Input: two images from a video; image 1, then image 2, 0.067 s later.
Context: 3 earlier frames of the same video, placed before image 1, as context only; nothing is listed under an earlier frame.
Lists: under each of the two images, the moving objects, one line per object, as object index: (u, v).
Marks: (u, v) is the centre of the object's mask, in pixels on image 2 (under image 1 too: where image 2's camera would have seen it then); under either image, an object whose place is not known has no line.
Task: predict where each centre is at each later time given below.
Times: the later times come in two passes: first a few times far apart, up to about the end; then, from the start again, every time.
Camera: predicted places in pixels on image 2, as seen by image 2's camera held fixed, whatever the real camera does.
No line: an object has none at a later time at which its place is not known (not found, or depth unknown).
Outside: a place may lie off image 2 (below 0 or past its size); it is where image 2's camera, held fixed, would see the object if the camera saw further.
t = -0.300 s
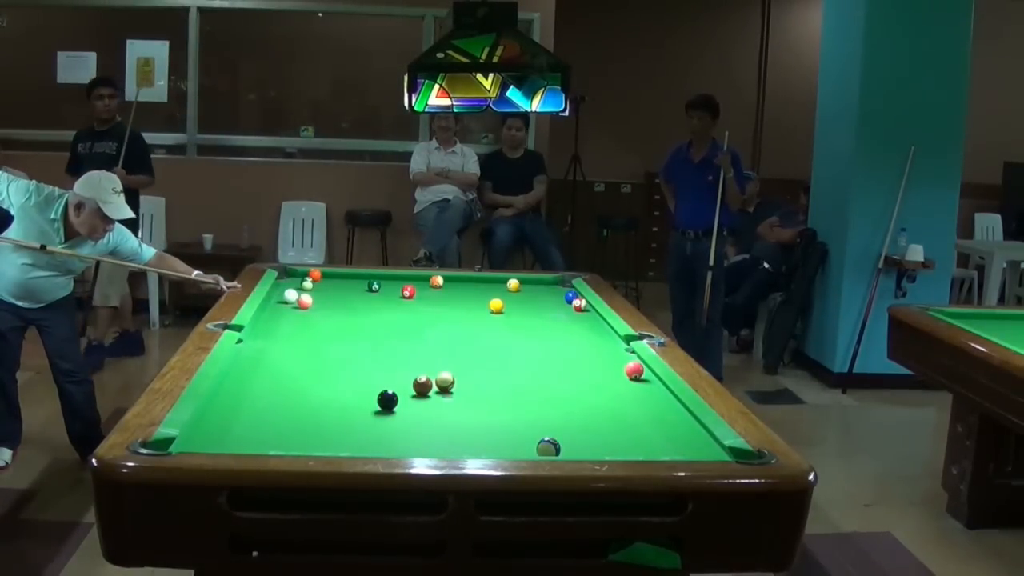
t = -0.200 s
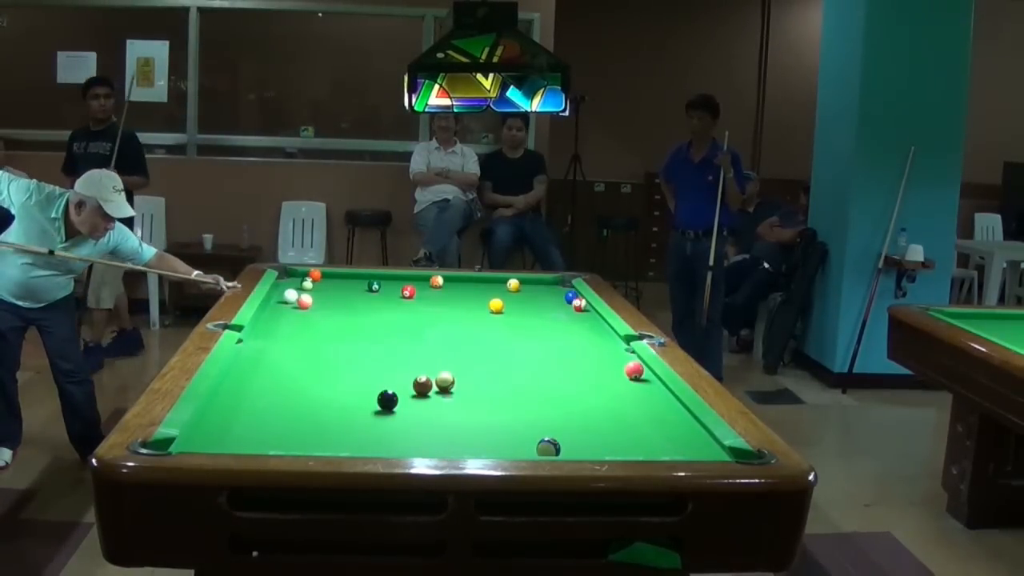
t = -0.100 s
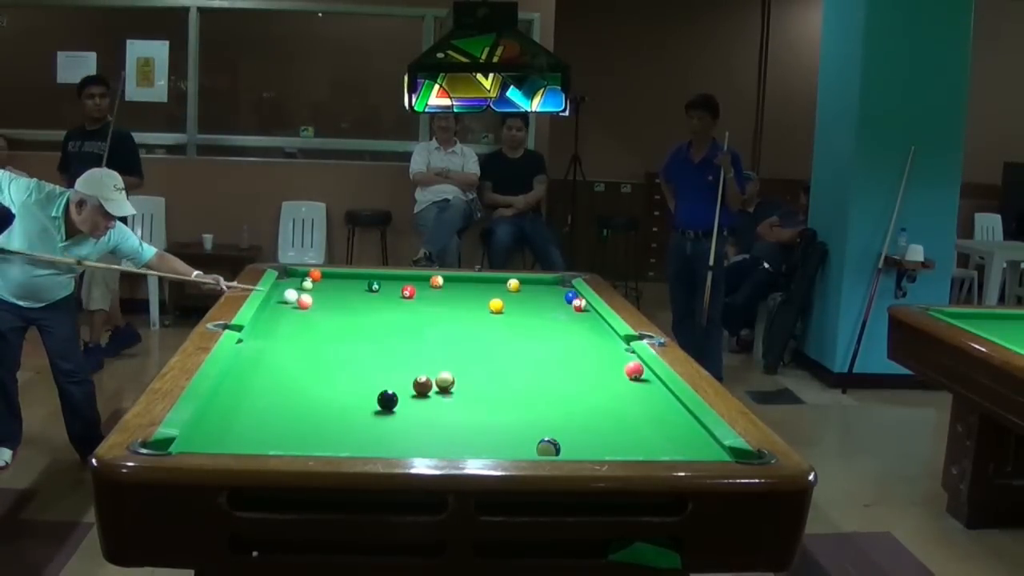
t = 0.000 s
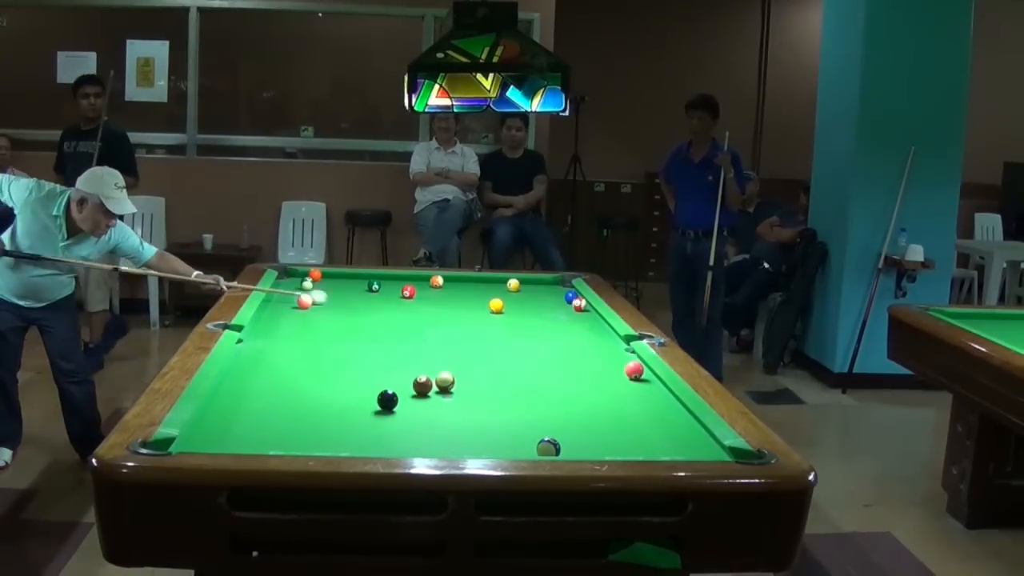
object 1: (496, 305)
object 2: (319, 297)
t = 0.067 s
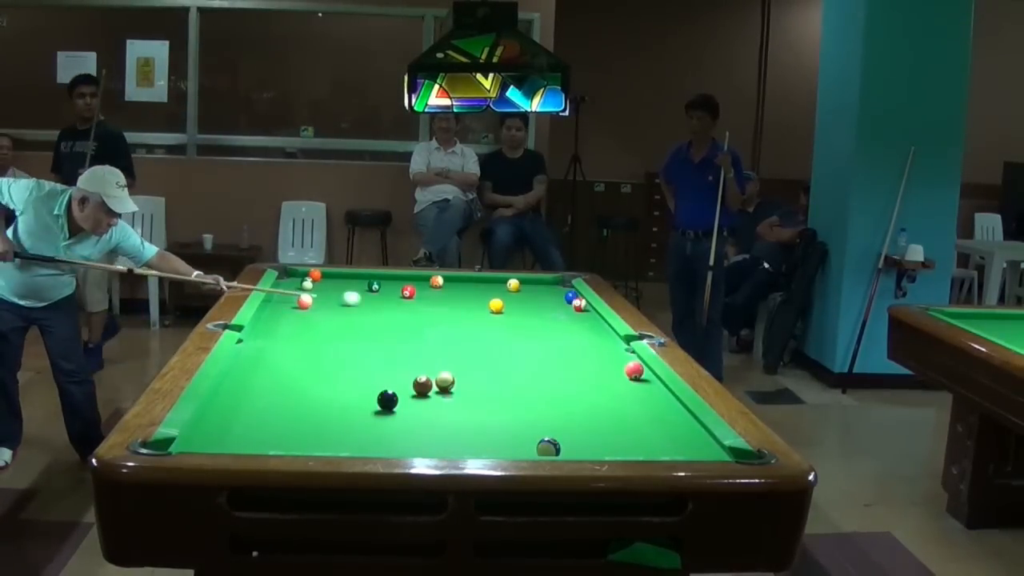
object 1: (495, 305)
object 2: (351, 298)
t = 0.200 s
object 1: (495, 305)
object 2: (419, 301)
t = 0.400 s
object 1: (527, 308)
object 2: (486, 303)
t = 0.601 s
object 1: (593, 315)
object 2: (513, 300)
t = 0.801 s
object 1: (565, 316)
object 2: (541, 298)
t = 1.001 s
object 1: (538, 318)
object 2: (559, 297)
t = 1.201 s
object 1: (511, 319)
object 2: (557, 296)
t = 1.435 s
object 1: (480, 321)
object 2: (552, 296)
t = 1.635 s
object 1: (453, 322)
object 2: (548, 296)
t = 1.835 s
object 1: (427, 324)
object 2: (545, 295)
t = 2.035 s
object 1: (401, 325)
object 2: (543, 295)
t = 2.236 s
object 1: (376, 327)
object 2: (541, 295)
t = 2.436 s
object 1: (351, 328)
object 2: (541, 295)
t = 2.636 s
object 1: (326, 330)
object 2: (540, 295)
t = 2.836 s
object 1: (302, 331)
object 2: (540, 295)
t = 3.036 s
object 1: (278, 332)
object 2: (540, 295)
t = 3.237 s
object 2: (540, 295)
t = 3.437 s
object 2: (540, 295)
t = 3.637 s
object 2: (540, 295)
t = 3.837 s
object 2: (540, 295)
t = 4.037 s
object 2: (540, 295)
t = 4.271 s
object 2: (540, 295)
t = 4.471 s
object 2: (540, 295)
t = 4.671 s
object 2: (540, 295)
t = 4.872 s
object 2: (540, 295)
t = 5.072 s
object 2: (540, 295)
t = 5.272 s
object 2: (540, 295)
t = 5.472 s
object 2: (540, 295)
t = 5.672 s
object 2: (540, 295)
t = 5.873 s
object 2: (540, 295)
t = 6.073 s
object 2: (540, 295)
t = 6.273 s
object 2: (541, 295)
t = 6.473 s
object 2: (540, 295)
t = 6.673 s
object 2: (540, 295)
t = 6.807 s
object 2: (540, 295)
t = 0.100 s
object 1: (495, 305)
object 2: (368, 299)
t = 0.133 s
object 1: (496, 305)
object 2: (385, 300)
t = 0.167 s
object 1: (495, 305)
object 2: (401, 300)
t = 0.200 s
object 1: (495, 305)
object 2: (419, 301)
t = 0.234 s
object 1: (495, 305)
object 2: (435, 302)
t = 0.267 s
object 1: (496, 305)
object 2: (452, 303)
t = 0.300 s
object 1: (496, 305)
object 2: (469, 303)
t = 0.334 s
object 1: (498, 306)
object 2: (482, 304)
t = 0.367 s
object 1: (513, 307)
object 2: (484, 303)
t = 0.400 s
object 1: (527, 308)
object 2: (486, 303)
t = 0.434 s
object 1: (539, 309)
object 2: (490, 302)
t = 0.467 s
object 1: (552, 311)
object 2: (493, 302)
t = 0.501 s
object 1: (563, 312)
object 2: (498, 301)
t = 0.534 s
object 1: (573, 313)
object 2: (503, 301)
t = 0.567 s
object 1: (584, 314)
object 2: (508, 301)
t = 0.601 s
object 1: (593, 315)
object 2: (513, 300)
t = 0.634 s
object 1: (589, 315)
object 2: (518, 300)
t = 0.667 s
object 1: (583, 315)
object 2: (522, 300)
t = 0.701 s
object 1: (579, 316)
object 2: (527, 300)
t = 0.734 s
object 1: (574, 316)
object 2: (531, 299)
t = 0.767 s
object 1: (570, 316)
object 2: (536, 299)
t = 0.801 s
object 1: (565, 316)
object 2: (541, 298)
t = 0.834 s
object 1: (561, 316)
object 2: (545, 298)
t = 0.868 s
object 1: (556, 317)
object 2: (550, 298)
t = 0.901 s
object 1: (552, 317)
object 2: (554, 298)
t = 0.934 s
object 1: (547, 317)
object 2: (558, 297)
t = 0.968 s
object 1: (542, 317)
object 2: (559, 297)
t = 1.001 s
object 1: (538, 318)
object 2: (559, 297)
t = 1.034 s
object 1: (533, 318)
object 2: (560, 297)
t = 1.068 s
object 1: (529, 318)
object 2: (561, 297)
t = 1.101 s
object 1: (524, 318)
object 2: (560, 297)
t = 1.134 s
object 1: (520, 319)
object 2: (559, 297)
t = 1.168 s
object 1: (515, 319)
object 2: (558, 297)
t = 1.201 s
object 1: (511, 319)
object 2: (557, 296)
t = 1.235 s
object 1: (507, 319)
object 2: (556, 296)
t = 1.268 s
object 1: (502, 319)
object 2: (555, 296)
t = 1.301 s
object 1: (497, 320)
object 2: (554, 296)
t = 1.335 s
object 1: (493, 320)
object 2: (554, 296)
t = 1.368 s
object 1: (488, 321)
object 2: (553, 296)
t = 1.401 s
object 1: (484, 321)
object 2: (553, 296)
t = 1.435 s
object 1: (480, 321)
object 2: (552, 296)
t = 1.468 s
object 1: (475, 321)
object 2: (551, 296)
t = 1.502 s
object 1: (471, 322)
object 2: (550, 296)
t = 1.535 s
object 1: (466, 322)
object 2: (550, 296)
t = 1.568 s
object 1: (462, 322)
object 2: (549, 296)
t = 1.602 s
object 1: (458, 322)
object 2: (548, 296)
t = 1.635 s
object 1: (453, 322)
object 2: (548, 296)
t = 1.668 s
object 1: (449, 323)
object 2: (547, 296)
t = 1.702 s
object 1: (444, 323)
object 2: (547, 296)
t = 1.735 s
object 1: (440, 323)
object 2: (546, 296)
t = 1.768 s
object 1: (435, 323)
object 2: (546, 296)
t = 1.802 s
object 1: (431, 323)
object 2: (545, 296)
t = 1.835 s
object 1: (427, 324)
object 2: (545, 295)
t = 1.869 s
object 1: (423, 324)
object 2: (544, 295)
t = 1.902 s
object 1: (418, 324)
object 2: (544, 295)
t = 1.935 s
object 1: (414, 325)
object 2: (544, 295)
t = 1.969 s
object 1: (410, 325)
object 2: (543, 295)
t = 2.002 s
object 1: (405, 325)
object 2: (543, 295)
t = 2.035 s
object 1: (401, 325)
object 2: (543, 295)
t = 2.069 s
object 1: (397, 326)
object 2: (542, 295)
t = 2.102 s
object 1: (393, 326)
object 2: (542, 295)
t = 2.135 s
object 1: (388, 326)
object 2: (542, 295)
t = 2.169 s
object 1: (384, 326)
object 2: (542, 295)
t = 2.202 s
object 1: (380, 326)
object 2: (542, 295)
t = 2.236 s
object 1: (376, 327)
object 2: (541, 295)
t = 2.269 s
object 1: (371, 327)
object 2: (541, 295)
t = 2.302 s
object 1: (367, 328)
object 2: (541, 295)
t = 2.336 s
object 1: (363, 328)
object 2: (541, 295)
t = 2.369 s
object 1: (359, 328)
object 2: (541, 295)
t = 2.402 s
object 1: (355, 328)
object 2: (541, 295)
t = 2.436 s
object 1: (351, 328)
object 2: (541, 295)
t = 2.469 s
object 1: (346, 329)
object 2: (540, 295)
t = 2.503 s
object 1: (342, 329)
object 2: (540, 295)
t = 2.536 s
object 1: (338, 329)
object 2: (540, 295)
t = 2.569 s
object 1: (334, 329)
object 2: (541, 295)
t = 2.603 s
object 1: (330, 329)
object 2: (540, 295)
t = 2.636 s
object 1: (326, 330)
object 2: (540, 295)
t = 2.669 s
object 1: (322, 330)
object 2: (540, 295)
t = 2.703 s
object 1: (318, 330)
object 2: (540, 295)
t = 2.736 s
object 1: (314, 330)
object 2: (540, 295)
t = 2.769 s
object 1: (310, 331)
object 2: (541, 295)
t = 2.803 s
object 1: (306, 331)
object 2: (541, 295)
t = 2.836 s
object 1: (302, 331)
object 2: (540, 295)
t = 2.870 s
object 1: (298, 332)
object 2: (541, 295)
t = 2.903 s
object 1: (294, 332)
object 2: (540, 295)
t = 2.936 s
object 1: (290, 332)
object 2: (540, 295)
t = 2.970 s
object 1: (286, 332)
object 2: (540, 295)
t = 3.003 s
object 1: (282, 332)
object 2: (540, 295)
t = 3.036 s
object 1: (278, 332)
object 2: (540, 295)
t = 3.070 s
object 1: (275, 333)
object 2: (540, 295)
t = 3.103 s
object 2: (540, 295)
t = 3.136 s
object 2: (541, 295)
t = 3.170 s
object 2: (541, 295)
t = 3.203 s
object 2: (540, 295)
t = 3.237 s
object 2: (540, 295)
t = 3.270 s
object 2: (540, 295)
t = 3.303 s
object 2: (540, 295)
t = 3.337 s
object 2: (540, 295)
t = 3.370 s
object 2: (540, 295)
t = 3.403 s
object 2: (540, 295)
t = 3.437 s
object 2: (540, 295)
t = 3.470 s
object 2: (541, 295)
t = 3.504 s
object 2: (540, 295)
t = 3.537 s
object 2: (540, 295)
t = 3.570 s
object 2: (540, 295)
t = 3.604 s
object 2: (540, 295)
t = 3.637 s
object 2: (540, 295)
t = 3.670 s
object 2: (540, 295)
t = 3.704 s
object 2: (540, 295)
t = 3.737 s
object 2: (540, 295)
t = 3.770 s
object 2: (540, 295)
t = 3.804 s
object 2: (540, 295)
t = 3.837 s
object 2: (540, 295)
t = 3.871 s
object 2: (540, 295)
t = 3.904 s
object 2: (540, 295)
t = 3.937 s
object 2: (540, 295)
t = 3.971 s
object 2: (540, 295)
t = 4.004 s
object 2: (540, 295)
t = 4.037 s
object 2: (540, 295)
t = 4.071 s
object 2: (540, 295)
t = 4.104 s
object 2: (540, 295)
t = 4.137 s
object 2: (540, 295)
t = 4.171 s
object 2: (540, 295)
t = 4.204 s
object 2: (540, 295)
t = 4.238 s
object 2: (540, 295)
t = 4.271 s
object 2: (540, 295)
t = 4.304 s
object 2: (540, 295)
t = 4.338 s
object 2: (540, 295)
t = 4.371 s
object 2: (540, 295)
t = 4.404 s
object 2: (540, 295)
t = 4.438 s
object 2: (540, 295)
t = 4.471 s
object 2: (540, 295)
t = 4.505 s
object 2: (540, 295)
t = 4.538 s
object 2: (540, 295)
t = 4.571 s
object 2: (540, 295)
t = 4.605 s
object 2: (540, 295)
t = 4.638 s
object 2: (540, 295)
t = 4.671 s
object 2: (540, 295)
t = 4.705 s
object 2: (540, 295)
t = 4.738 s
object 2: (540, 295)
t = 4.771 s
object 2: (540, 295)
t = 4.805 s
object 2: (540, 295)
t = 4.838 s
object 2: (540, 295)
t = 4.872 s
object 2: (540, 295)
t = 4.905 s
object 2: (540, 295)
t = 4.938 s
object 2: (540, 295)
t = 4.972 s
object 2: (540, 295)
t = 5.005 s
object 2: (541, 295)
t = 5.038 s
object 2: (540, 295)
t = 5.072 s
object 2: (540, 295)
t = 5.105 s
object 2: (540, 295)
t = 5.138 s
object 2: (541, 295)
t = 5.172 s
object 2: (540, 295)
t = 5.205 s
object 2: (540, 295)
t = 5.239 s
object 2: (540, 295)
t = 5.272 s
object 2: (540, 295)
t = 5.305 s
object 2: (540, 295)
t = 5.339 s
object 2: (540, 295)
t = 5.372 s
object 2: (540, 295)
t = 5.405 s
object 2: (540, 295)
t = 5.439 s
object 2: (540, 295)
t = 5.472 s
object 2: (540, 295)
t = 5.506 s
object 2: (540, 295)
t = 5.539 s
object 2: (541, 295)
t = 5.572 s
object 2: (541, 295)
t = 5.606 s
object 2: (540, 295)
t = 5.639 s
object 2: (540, 295)
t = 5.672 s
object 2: (540, 295)
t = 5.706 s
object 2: (540, 295)
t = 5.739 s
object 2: (540, 295)
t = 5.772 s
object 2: (540, 295)
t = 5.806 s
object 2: (540, 295)
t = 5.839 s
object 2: (540, 295)
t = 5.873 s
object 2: (540, 295)
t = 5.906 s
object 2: (540, 295)
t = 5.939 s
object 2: (541, 295)
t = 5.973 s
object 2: (540, 295)
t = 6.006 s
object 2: (540, 295)
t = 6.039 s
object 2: (541, 295)
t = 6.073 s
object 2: (540, 295)
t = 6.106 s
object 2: (540, 295)
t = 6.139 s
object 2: (541, 295)
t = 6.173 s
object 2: (540, 295)
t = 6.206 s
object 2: (541, 295)
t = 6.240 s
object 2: (540, 295)
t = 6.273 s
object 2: (541, 295)
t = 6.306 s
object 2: (540, 295)
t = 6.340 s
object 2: (540, 295)
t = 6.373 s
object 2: (540, 295)
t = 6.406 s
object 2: (540, 295)
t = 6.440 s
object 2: (540, 295)
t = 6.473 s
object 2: (540, 295)
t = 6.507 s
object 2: (540, 295)
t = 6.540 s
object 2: (540, 295)
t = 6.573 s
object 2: (540, 295)
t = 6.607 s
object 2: (540, 295)
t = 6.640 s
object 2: (540, 295)
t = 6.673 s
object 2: (540, 295)
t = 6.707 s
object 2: (540, 295)
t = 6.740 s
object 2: (540, 295)
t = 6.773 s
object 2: (540, 295)
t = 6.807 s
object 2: (540, 295)
